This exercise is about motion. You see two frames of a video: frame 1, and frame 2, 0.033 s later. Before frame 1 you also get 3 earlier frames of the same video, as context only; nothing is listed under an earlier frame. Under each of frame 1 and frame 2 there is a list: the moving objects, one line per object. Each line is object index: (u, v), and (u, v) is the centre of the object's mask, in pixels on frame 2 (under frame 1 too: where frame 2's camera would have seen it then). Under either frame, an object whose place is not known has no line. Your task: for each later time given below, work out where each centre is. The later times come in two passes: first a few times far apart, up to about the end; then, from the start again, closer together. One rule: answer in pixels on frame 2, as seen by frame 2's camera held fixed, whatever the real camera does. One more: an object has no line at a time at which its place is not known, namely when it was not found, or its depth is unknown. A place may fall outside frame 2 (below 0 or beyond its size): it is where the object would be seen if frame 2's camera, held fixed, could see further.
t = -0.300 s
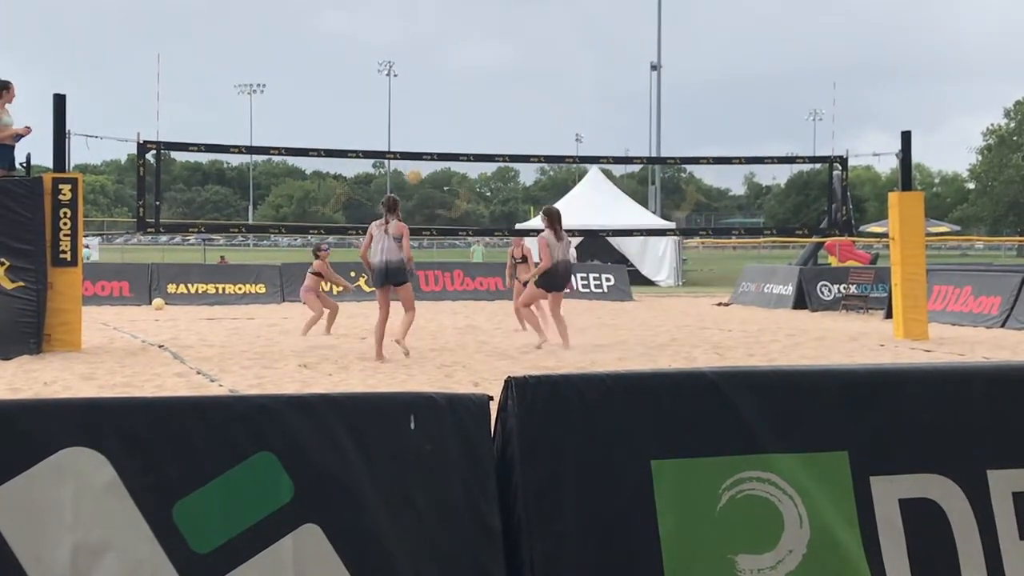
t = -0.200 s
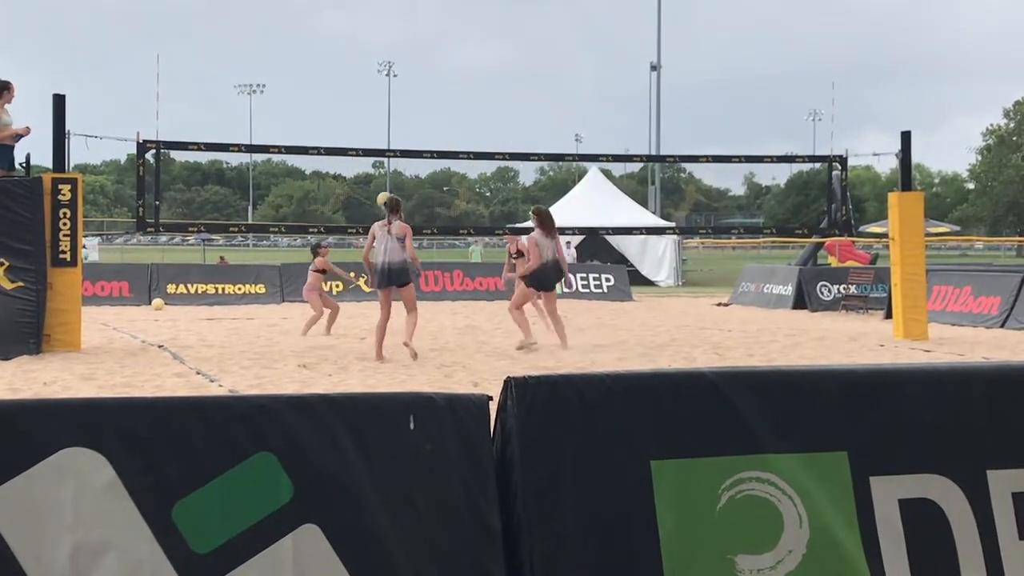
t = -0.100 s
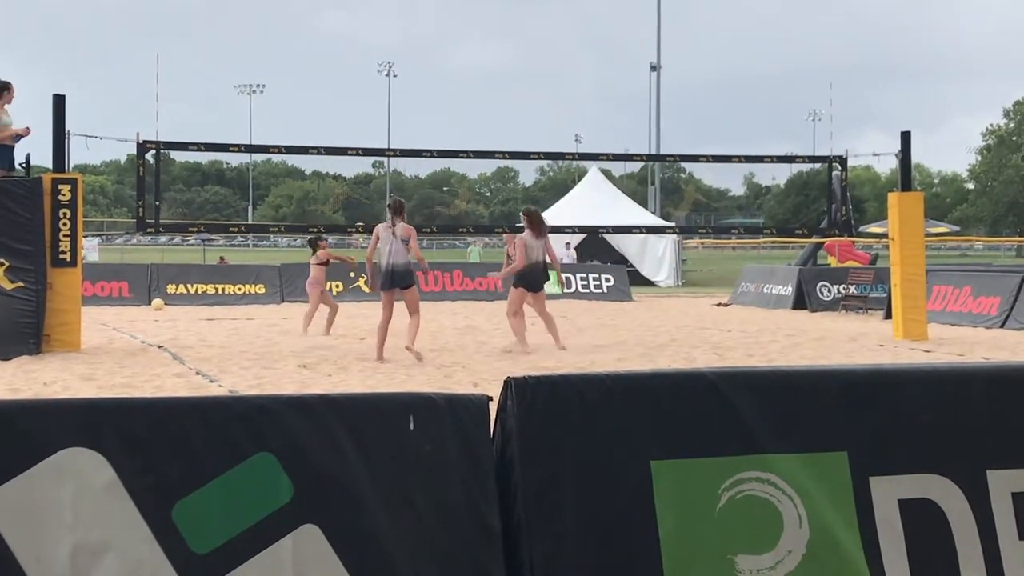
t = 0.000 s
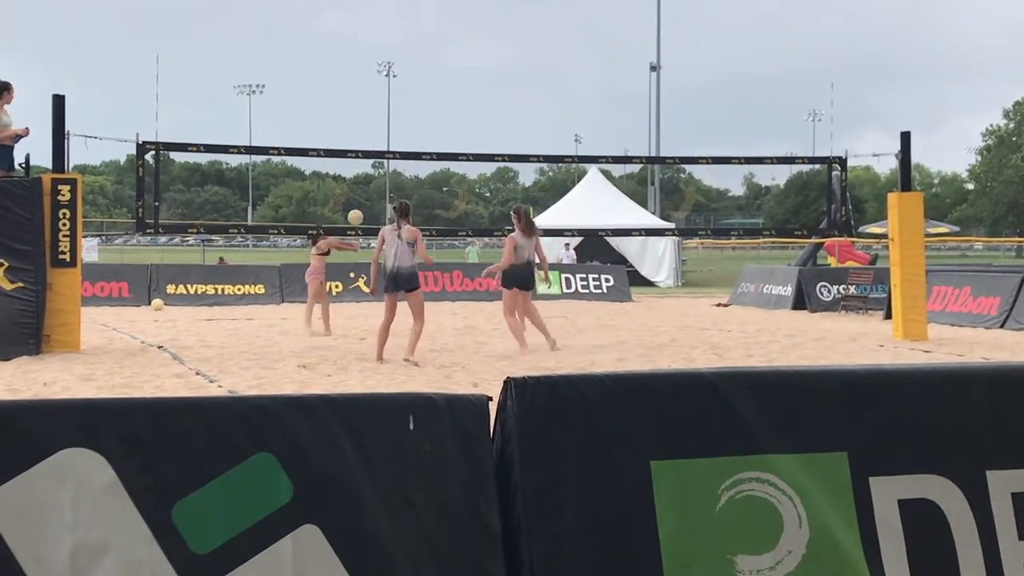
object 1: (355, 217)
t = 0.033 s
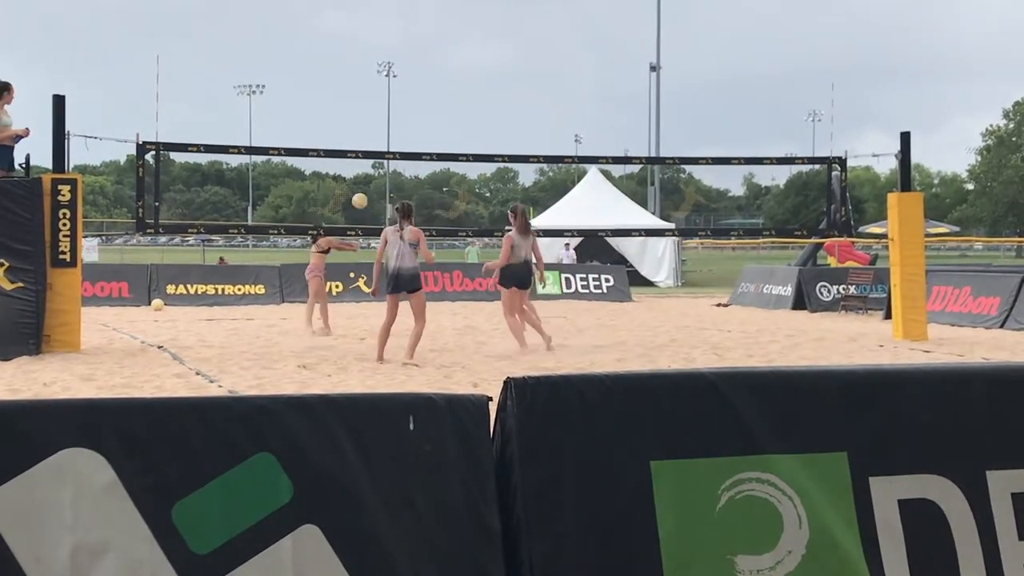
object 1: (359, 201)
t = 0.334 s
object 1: (397, 90)
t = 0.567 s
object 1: (423, 46)
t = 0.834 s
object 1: (453, 43)
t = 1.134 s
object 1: (484, 98)
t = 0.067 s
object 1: (363, 185)
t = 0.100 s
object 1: (368, 172)
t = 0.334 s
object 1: (397, 90)
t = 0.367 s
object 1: (401, 81)
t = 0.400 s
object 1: (404, 73)
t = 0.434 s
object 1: (408, 66)
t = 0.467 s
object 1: (412, 59)
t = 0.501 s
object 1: (416, 55)
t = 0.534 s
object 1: (420, 50)
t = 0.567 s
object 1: (423, 46)
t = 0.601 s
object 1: (427, 43)
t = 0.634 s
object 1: (431, 40)
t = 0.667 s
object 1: (434, 39)
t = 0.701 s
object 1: (438, 38)
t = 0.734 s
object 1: (442, 38)
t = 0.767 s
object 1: (446, 39)
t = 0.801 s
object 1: (449, 40)
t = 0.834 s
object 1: (453, 43)
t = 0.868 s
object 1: (457, 46)
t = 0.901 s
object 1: (460, 50)
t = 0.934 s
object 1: (464, 55)
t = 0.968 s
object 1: (467, 60)
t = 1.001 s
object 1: (471, 66)
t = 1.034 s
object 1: (474, 73)
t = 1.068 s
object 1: (478, 80)
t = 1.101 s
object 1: (481, 89)
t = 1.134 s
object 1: (484, 98)
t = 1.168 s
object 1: (488, 108)
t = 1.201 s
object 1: (491, 118)
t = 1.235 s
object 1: (494, 130)
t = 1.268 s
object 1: (497, 142)
